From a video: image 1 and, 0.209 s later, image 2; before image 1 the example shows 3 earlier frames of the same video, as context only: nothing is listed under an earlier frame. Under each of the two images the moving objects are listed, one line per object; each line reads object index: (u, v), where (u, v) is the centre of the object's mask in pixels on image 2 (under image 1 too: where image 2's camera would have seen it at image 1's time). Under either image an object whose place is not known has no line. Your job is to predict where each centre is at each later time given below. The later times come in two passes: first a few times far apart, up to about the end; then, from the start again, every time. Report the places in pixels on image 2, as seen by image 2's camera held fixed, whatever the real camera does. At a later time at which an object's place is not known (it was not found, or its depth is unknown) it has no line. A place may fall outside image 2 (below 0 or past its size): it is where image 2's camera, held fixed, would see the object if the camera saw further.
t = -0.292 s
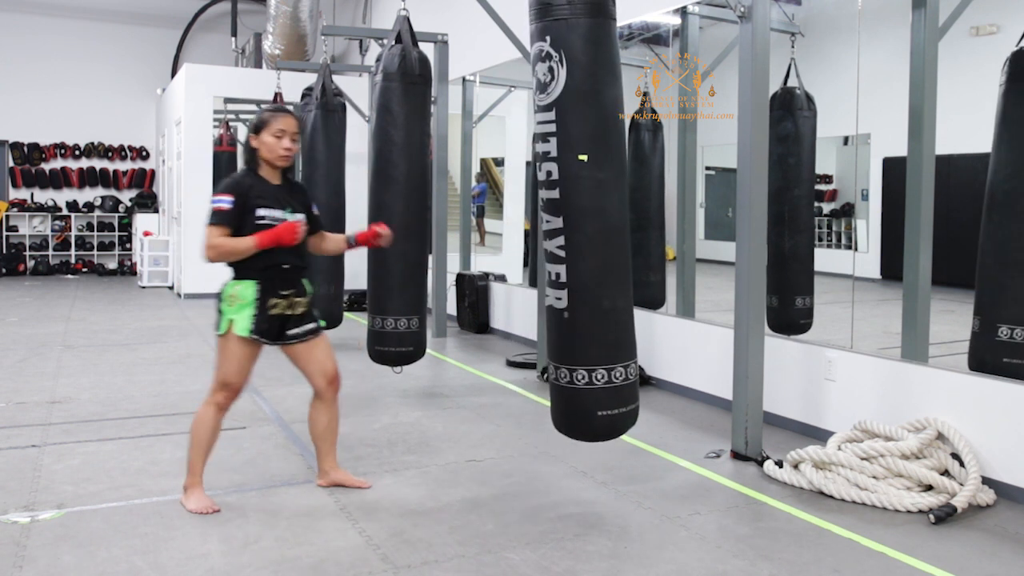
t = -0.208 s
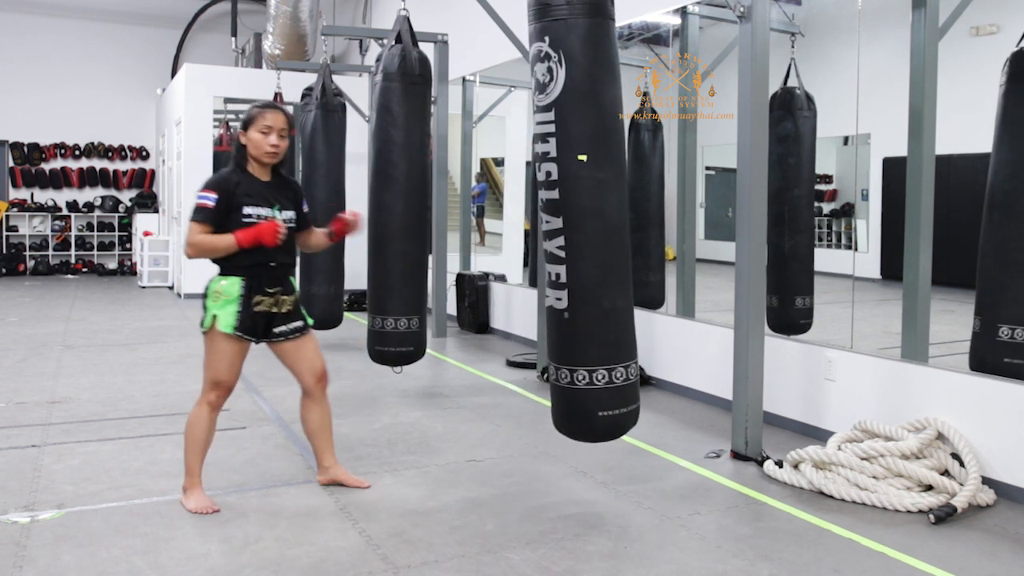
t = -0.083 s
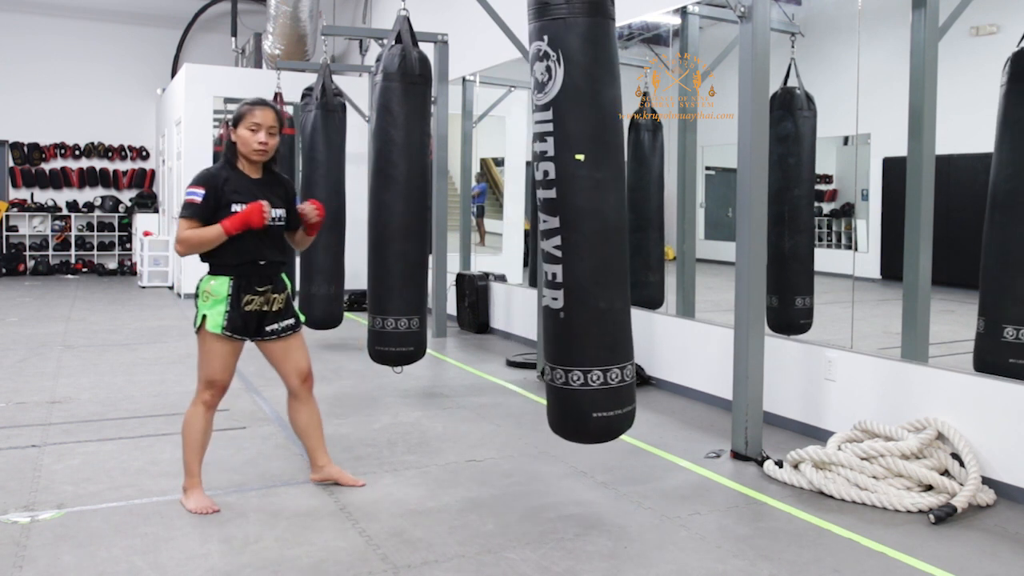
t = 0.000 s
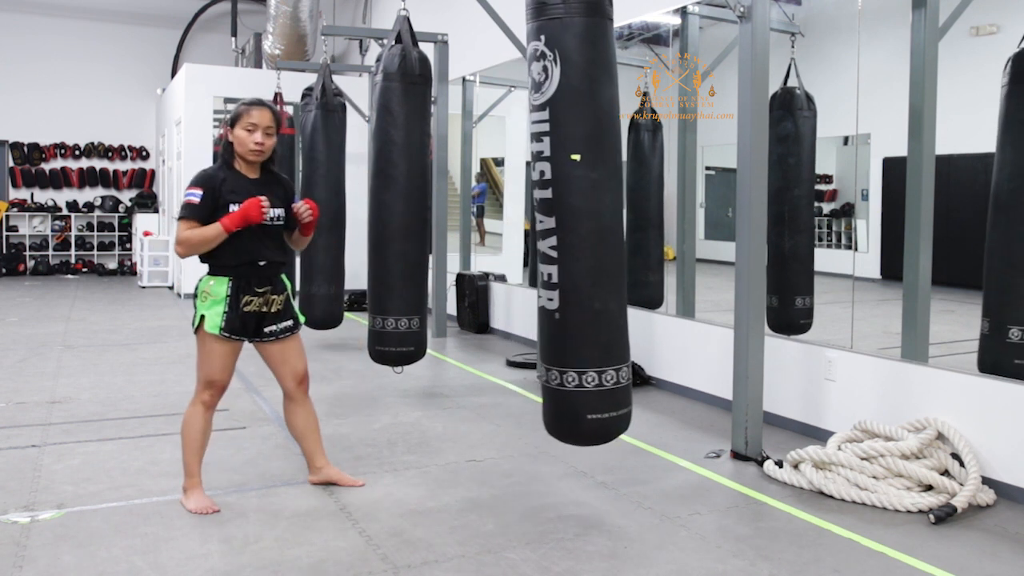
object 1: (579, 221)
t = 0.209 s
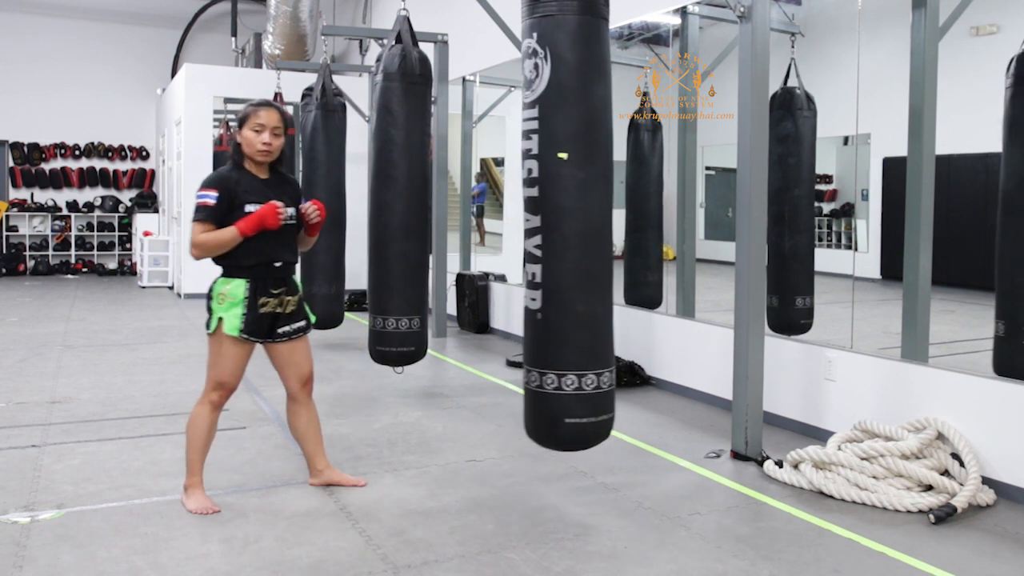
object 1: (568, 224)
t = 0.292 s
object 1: (562, 225)
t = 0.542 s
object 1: (544, 228)
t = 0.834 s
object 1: (528, 230)
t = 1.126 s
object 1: (527, 229)
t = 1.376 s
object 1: (539, 227)
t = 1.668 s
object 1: (561, 223)
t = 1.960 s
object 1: (578, 220)
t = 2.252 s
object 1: (585, 219)
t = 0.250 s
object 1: (565, 224)
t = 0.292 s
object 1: (562, 225)
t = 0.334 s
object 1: (559, 225)
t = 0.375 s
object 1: (556, 226)
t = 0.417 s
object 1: (553, 226)
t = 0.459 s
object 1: (550, 227)
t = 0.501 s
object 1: (547, 228)
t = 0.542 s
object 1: (544, 228)
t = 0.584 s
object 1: (541, 229)
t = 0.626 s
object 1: (538, 229)
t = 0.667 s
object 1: (535, 229)
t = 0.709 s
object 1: (533, 230)
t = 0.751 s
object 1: (531, 230)
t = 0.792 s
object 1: (529, 230)
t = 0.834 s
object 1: (528, 230)
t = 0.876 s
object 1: (527, 230)
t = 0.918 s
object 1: (526, 230)
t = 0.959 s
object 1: (526, 230)
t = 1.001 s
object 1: (526, 230)
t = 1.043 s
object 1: (526, 230)
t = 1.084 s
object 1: (526, 230)
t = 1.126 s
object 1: (527, 229)
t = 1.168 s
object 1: (529, 229)
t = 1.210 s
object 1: (530, 229)
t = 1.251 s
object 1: (532, 229)
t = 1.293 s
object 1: (535, 228)
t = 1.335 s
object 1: (537, 228)
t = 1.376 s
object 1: (539, 227)
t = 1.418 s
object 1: (543, 227)
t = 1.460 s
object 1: (545, 226)
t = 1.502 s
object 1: (548, 226)
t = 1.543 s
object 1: (551, 225)
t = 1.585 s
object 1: (554, 225)
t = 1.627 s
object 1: (557, 224)
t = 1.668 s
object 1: (561, 223)
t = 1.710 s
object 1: (564, 223)
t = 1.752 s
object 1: (566, 222)
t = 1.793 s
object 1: (569, 222)
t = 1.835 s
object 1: (571, 221)
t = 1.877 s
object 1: (574, 220)
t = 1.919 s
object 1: (576, 220)
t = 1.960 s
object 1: (578, 220)
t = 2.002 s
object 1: (580, 220)
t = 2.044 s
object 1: (581, 219)
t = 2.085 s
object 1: (583, 219)
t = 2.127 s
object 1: (584, 219)
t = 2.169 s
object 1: (584, 219)
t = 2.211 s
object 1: (585, 219)
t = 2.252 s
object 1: (585, 219)
